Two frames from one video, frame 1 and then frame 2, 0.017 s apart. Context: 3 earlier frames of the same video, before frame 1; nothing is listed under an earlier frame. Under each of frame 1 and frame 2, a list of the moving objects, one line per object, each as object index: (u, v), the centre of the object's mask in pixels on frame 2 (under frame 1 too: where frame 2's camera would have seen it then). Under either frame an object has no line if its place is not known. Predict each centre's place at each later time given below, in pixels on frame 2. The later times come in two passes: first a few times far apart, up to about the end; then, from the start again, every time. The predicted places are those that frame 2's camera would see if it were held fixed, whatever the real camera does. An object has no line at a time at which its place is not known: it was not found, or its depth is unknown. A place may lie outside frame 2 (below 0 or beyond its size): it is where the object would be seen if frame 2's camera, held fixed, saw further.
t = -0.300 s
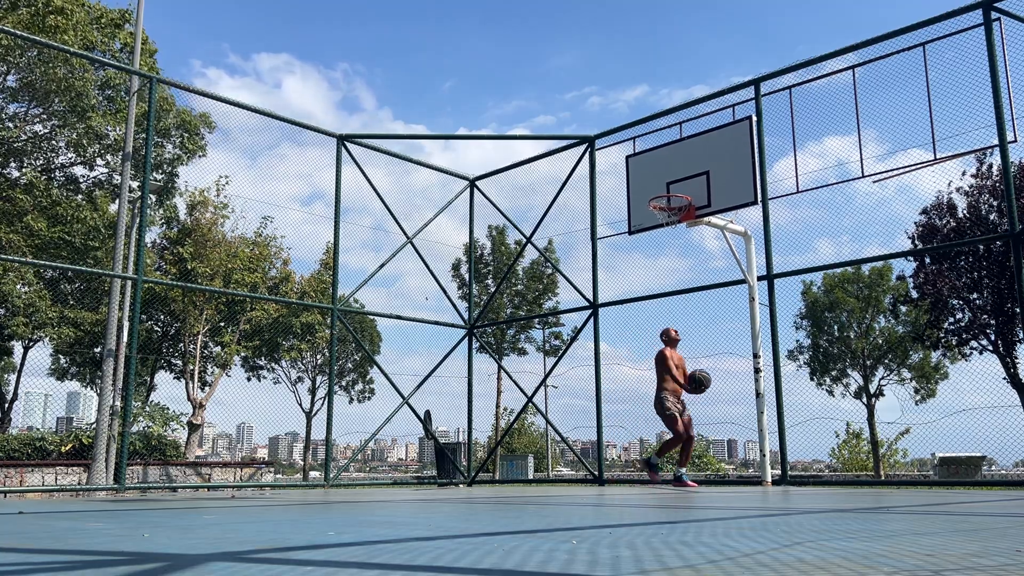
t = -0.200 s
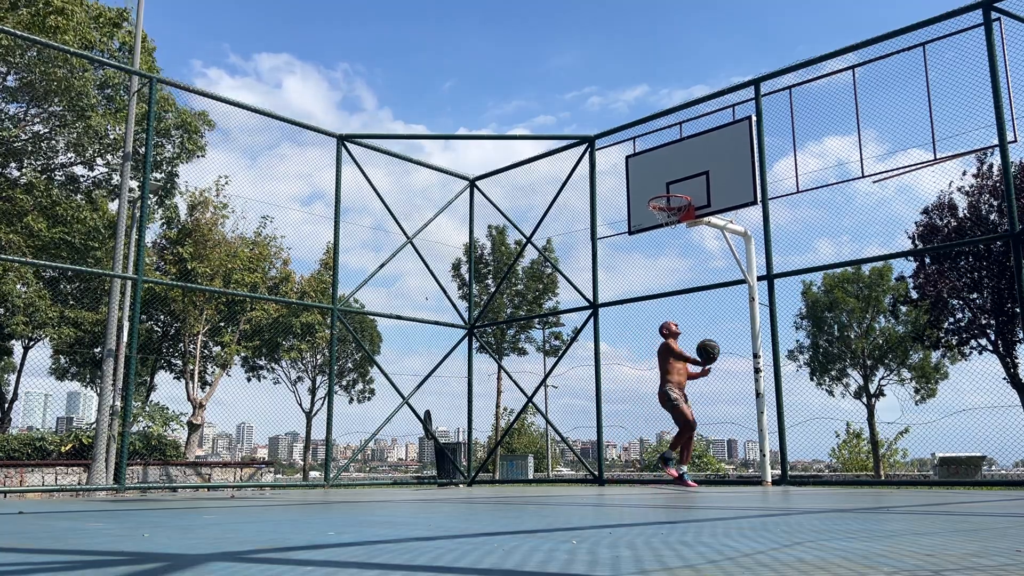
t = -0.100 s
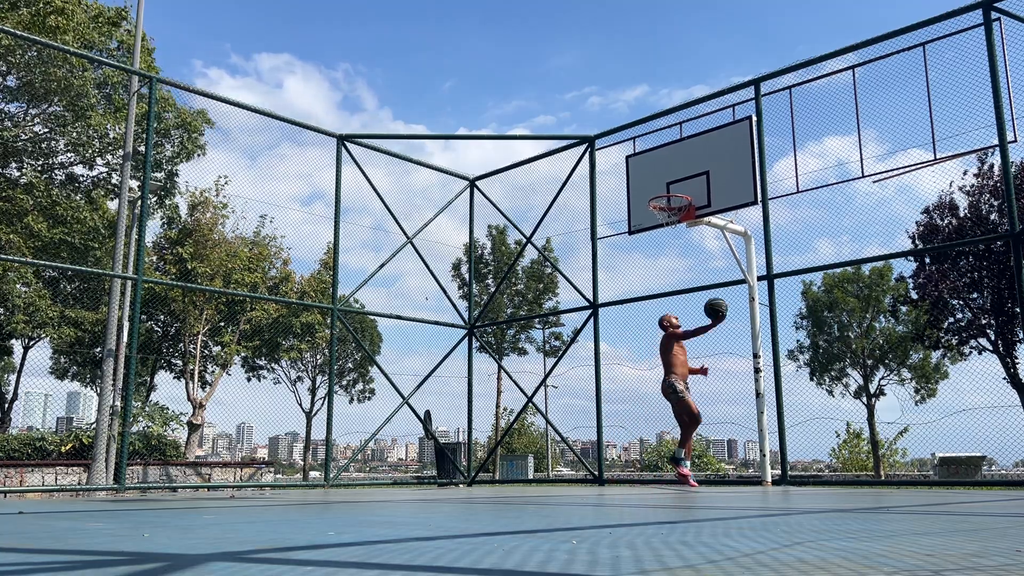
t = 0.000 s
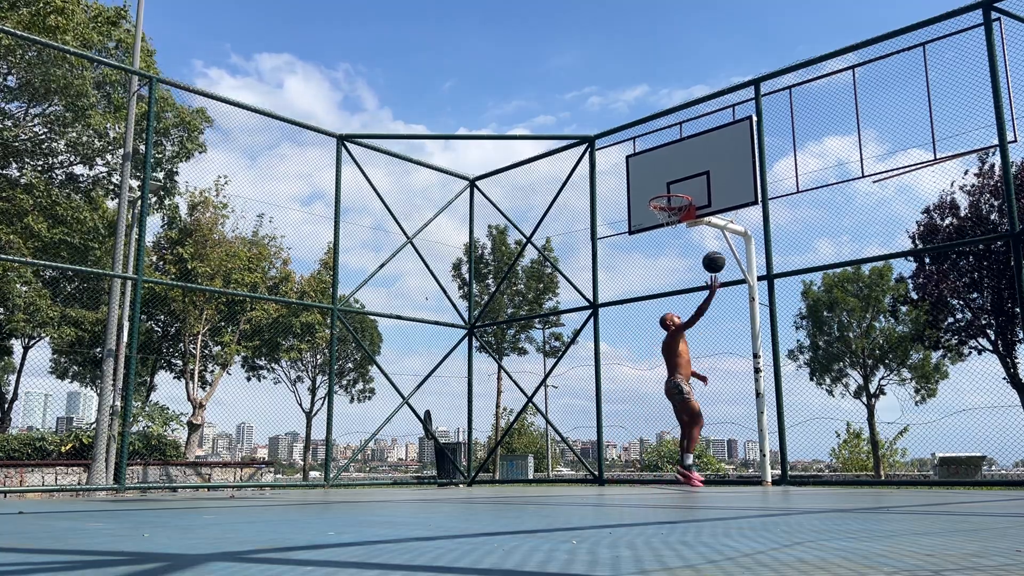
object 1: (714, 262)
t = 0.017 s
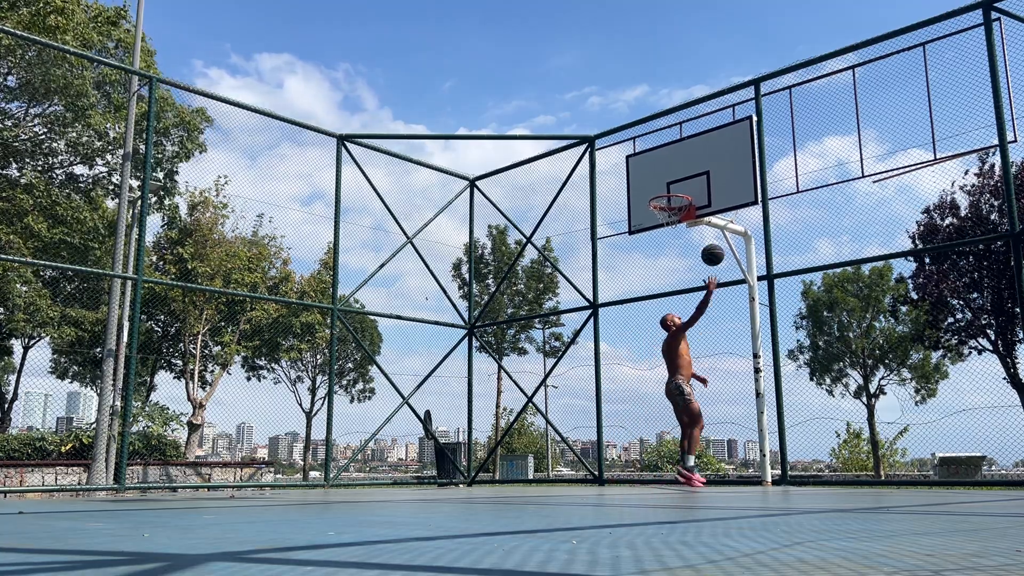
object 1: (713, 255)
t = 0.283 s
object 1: (696, 179)
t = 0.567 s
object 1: (672, 172)
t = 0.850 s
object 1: (677, 205)
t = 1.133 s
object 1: (655, 267)
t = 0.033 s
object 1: (711, 248)
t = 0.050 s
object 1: (710, 241)
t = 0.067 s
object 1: (709, 236)
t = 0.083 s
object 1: (707, 231)
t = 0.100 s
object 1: (706, 223)
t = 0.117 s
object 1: (706, 218)
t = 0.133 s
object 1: (705, 213)
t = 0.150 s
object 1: (703, 208)
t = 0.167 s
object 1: (702, 203)
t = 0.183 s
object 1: (702, 200)
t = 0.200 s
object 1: (700, 195)
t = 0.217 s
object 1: (699, 192)
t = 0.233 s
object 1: (699, 189)
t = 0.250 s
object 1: (698, 185)
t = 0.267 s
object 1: (697, 182)
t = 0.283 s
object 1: (696, 179)
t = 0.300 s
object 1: (695, 177)
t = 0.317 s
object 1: (694, 174)
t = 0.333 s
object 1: (694, 173)
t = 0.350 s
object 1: (693, 171)
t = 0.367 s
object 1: (693, 169)
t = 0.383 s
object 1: (692, 168)
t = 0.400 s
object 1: (690, 168)
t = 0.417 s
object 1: (688, 167)
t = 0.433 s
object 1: (687, 166)
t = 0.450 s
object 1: (685, 166)
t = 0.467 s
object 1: (683, 166)
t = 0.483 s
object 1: (681, 166)
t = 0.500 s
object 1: (679, 167)
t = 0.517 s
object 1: (677, 168)
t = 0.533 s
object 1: (676, 169)
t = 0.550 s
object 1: (674, 171)
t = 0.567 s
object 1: (672, 172)
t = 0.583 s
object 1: (671, 173)
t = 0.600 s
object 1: (668, 175)
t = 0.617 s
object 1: (667, 177)
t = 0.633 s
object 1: (666, 180)
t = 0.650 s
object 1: (664, 182)
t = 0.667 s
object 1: (663, 184)
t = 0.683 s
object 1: (661, 187)
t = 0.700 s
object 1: (659, 189)
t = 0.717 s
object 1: (657, 191)
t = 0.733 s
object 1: (657, 192)
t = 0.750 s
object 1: (662, 195)
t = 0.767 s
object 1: (665, 198)
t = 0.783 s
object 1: (669, 199)
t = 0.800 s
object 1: (673, 203)
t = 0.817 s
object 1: (677, 203)
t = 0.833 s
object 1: (676, 204)
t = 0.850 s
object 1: (677, 205)
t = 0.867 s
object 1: (677, 206)
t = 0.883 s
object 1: (674, 209)
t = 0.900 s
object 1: (672, 213)
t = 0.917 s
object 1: (671, 215)
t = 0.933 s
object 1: (670, 217)
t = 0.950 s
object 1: (668, 221)
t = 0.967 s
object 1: (667, 226)
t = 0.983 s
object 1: (666, 230)
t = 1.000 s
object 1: (665, 233)
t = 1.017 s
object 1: (664, 235)
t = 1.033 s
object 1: (662, 238)
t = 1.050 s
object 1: (661, 242)
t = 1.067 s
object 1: (660, 247)
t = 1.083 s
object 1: (659, 252)
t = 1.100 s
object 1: (658, 256)
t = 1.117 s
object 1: (656, 262)
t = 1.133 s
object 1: (655, 267)
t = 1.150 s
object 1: (654, 272)
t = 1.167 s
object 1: (653, 278)
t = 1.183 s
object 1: (652, 284)
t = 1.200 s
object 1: (650, 290)
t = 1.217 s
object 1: (649, 296)
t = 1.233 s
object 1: (648, 303)
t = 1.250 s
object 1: (647, 309)
